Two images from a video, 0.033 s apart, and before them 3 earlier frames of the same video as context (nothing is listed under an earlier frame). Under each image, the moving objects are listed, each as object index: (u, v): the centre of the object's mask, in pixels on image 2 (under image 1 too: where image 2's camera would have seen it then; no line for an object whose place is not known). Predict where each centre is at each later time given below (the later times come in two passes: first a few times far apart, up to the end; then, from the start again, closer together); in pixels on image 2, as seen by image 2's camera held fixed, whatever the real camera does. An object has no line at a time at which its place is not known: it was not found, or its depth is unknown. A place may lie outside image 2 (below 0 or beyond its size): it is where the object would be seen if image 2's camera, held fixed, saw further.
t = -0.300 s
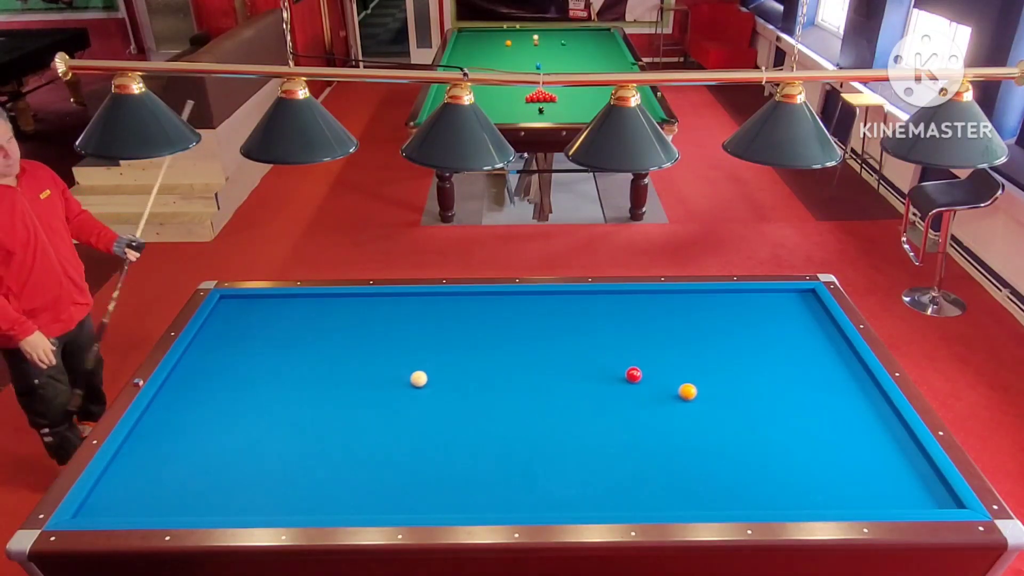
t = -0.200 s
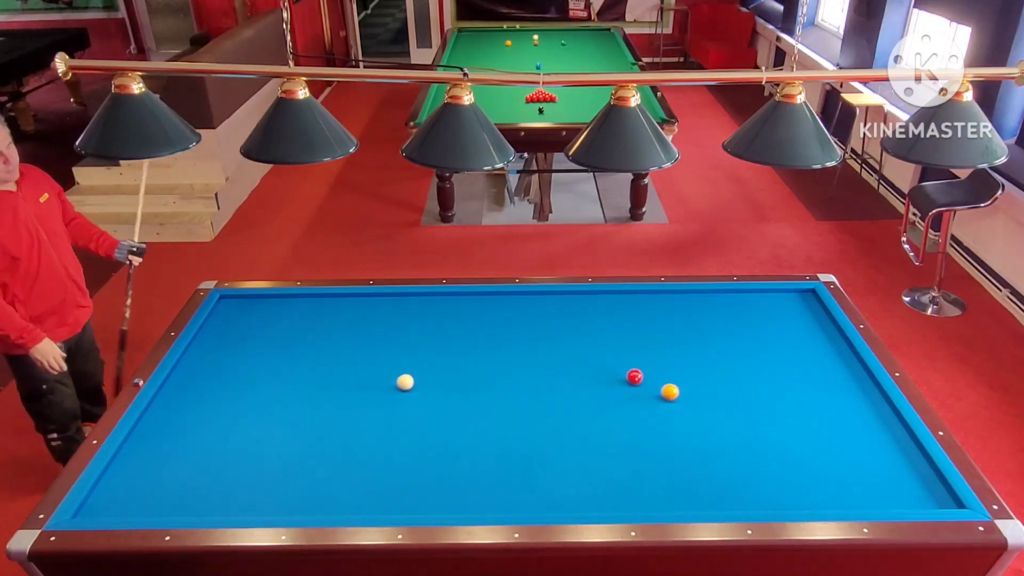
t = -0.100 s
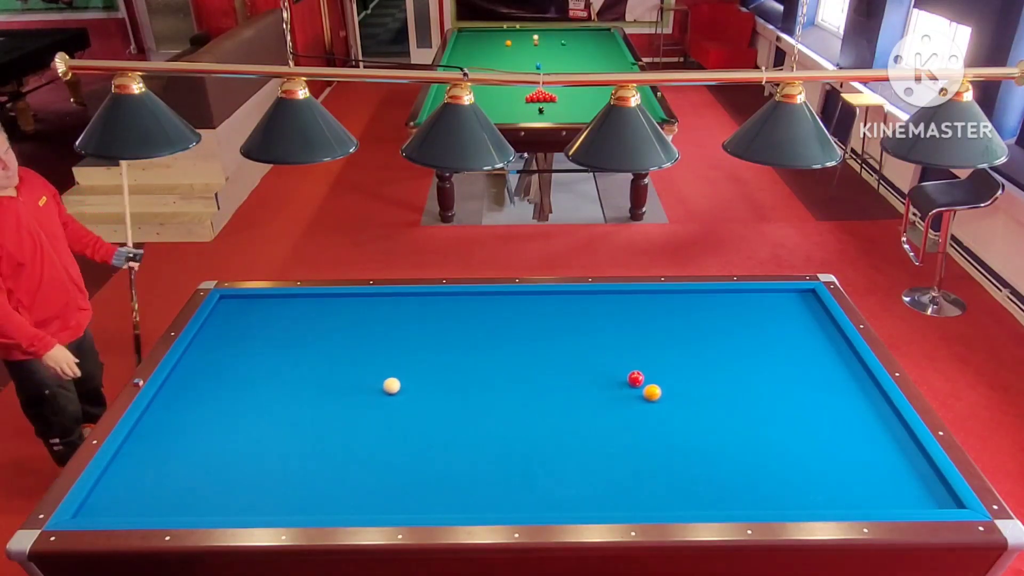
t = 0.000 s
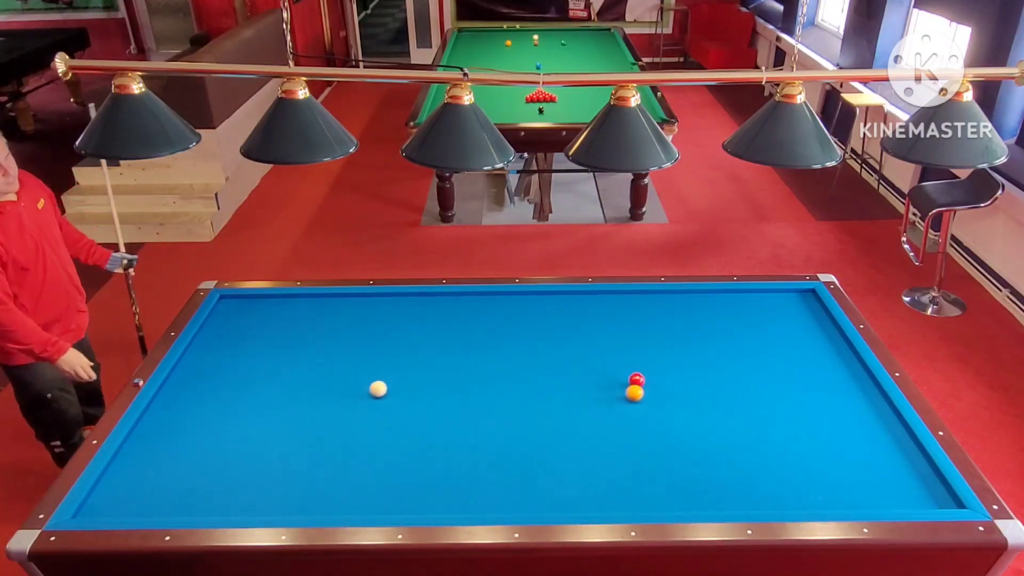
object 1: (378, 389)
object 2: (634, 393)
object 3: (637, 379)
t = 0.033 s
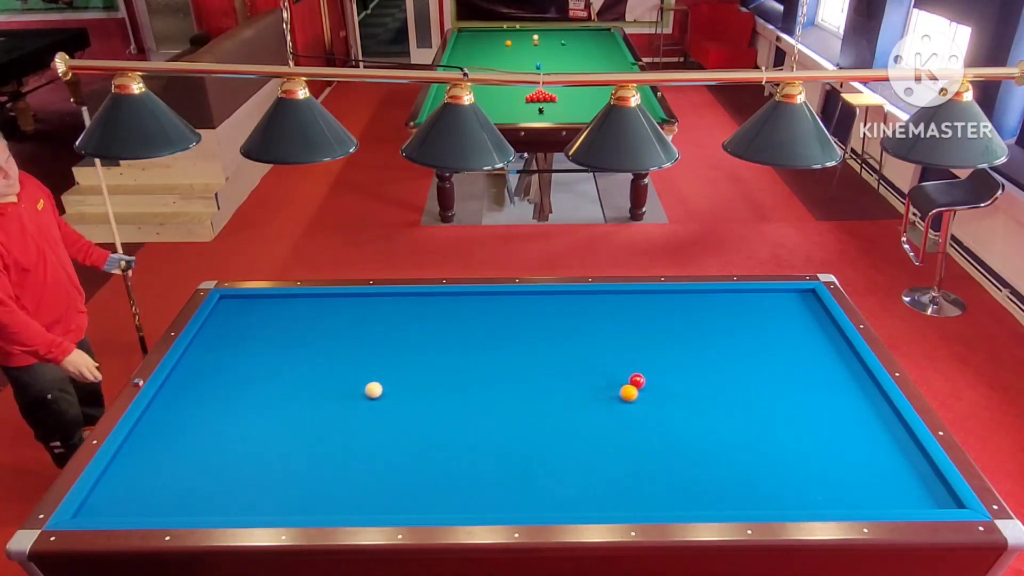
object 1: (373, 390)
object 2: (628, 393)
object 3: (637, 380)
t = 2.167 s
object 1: (140, 462)
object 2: (281, 399)
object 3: (646, 406)
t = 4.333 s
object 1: (239, 509)
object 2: (253, 400)
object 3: (646, 406)
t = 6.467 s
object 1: (288, 495)
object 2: (364, 398)
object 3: (646, 406)
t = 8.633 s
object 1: (289, 494)
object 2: (424, 395)
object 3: (646, 406)
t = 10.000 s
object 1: (289, 494)
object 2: (436, 395)
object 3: (646, 406)
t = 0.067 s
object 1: (369, 391)
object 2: (623, 393)
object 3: (637, 382)
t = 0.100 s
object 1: (365, 392)
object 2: (617, 393)
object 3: (637, 382)
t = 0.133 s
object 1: (360, 394)
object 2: (611, 393)
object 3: (638, 383)
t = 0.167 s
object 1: (355, 395)
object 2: (605, 393)
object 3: (638, 384)
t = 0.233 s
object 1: (346, 397)
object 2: (594, 393)
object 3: (639, 385)
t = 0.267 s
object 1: (342, 398)
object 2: (588, 394)
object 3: (639, 385)
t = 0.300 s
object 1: (337, 399)
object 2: (582, 394)
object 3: (639, 386)
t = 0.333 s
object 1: (333, 400)
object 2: (576, 394)
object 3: (639, 387)
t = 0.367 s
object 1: (328, 402)
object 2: (571, 394)
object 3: (639, 387)
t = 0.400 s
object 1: (323, 403)
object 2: (565, 394)
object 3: (640, 388)
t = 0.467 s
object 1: (314, 405)
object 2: (553, 394)
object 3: (640, 389)
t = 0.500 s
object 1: (310, 406)
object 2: (548, 395)
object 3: (640, 389)
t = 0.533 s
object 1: (305, 407)
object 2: (542, 395)
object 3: (641, 390)
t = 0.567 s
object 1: (301, 409)
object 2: (537, 395)
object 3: (641, 390)
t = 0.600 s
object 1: (296, 410)
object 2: (531, 395)
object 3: (641, 391)
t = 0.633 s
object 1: (291, 411)
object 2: (525, 395)
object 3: (641, 391)
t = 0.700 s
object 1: (282, 413)
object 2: (514, 395)
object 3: (642, 392)
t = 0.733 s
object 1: (278, 414)
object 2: (508, 395)
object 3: (642, 393)
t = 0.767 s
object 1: (273, 415)
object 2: (503, 395)
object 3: (642, 393)
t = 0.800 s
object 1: (268, 416)
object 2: (497, 396)
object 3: (642, 394)
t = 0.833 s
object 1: (264, 418)
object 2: (492, 396)
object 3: (642, 394)
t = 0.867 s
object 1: (259, 419)
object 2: (486, 396)
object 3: (643, 395)
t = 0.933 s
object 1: (250, 421)
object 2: (475, 396)
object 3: (643, 395)
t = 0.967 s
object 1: (245, 422)
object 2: (470, 396)
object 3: (643, 396)
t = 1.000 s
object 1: (240, 423)
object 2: (464, 396)
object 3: (643, 396)
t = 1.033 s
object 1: (235, 425)
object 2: (459, 396)
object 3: (643, 397)
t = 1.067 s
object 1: (231, 426)
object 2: (453, 397)
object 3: (644, 397)
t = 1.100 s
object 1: (226, 427)
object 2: (448, 397)
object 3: (644, 398)
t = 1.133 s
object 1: (222, 428)
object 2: (442, 397)
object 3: (644, 398)
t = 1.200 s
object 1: (212, 430)
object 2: (432, 397)
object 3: (644, 399)
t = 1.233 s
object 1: (208, 432)
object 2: (426, 397)
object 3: (644, 399)
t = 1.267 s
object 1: (203, 433)
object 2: (421, 397)
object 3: (644, 399)
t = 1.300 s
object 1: (198, 434)
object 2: (415, 397)
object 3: (644, 400)
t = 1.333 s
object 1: (193, 435)
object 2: (410, 397)
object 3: (645, 400)
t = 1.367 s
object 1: (189, 436)
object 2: (405, 397)
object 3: (645, 400)
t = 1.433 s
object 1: (179, 439)
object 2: (394, 397)
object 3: (645, 401)
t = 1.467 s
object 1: (174, 440)
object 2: (389, 397)
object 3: (645, 401)
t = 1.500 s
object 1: (170, 441)
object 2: (383, 398)
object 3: (645, 402)
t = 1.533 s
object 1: (165, 442)
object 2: (378, 398)
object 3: (645, 402)
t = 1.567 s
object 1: (160, 443)
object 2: (373, 398)
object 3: (645, 402)
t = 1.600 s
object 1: (156, 444)
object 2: (368, 398)
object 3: (646, 402)
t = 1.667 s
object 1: (146, 447)
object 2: (357, 398)
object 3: (646, 403)
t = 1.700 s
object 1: (141, 448)
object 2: (352, 398)
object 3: (646, 403)
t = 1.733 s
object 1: (137, 449)
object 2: (347, 398)
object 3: (646, 403)
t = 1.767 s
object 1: (132, 450)
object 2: (342, 398)
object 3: (646, 404)
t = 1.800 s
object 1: (127, 451)
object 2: (337, 398)
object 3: (646, 404)
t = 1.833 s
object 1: (123, 452)
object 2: (332, 398)
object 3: (646, 404)
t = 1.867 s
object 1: (124, 453)
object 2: (326, 399)
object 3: (646, 404)
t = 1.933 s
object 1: (128, 455)
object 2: (316, 399)
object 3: (646, 405)
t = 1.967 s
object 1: (130, 456)
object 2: (311, 399)
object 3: (646, 405)
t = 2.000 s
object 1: (131, 457)
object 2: (306, 399)
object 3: (646, 405)
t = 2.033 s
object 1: (133, 458)
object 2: (301, 399)
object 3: (646, 405)
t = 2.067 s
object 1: (135, 459)
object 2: (296, 399)
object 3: (646, 405)
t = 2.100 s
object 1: (136, 460)
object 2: (291, 399)
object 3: (646, 406)
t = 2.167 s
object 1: (140, 462)
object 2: (281, 399)
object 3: (646, 406)
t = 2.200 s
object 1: (142, 463)
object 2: (276, 399)
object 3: (646, 406)
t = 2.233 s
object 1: (143, 464)
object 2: (271, 399)
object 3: (646, 406)
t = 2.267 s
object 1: (145, 464)
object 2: (266, 399)
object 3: (646, 406)
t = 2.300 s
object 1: (146, 466)
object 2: (261, 399)
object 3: (646, 406)
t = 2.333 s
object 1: (148, 466)
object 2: (256, 400)
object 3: (646, 406)
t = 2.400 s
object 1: (151, 468)
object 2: (246, 400)
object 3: (646, 406)
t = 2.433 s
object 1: (153, 469)
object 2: (241, 400)
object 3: (646, 406)
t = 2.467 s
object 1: (155, 470)
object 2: (236, 400)
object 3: (646, 406)
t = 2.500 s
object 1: (156, 471)
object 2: (231, 400)
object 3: (646, 406)
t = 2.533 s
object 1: (158, 472)
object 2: (227, 400)
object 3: (646, 406)
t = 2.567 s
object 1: (160, 473)
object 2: (222, 400)
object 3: (646, 407)
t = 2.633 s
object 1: (163, 475)
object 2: (212, 400)
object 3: (646, 406)
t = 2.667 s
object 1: (165, 475)
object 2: (207, 401)
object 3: (646, 407)
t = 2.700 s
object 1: (166, 476)
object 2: (203, 401)
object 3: (646, 406)
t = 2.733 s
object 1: (168, 477)
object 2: (198, 401)
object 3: (646, 406)
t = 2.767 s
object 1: (169, 478)
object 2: (193, 401)
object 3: (646, 406)
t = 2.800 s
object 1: (171, 479)
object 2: (188, 401)
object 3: (646, 406)
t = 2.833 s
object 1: (172, 480)
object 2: (183, 401)
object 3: (646, 406)
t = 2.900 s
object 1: (176, 481)
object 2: (174, 401)
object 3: (646, 406)
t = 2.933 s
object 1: (177, 482)
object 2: (169, 401)
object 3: (646, 406)
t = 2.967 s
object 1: (179, 483)
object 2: (164, 401)
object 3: (646, 406)
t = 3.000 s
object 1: (180, 484)
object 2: (160, 401)
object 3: (646, 406)
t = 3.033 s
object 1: (182, 485)
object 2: (156, 401)
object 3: (646, 406)
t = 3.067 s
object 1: (183, 486)
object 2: (159, 401)
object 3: (646, 406)
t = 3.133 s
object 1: (187, 487)
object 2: (165, 401)
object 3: (646, 406)
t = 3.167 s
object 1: (188, 488)
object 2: (168, 401)
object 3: (646, 406)
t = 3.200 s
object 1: (190, 489)
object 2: (170, 401)
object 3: (646, 406)
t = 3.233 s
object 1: (191, 490)
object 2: (173, 401)
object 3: (646, 406)
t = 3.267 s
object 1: (193, 491)
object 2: (176, 401)
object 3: (646, 406)
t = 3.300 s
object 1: (194, 491)
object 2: (178, 401)
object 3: (646, 406)
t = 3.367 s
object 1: (197, 493)
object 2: (183, 401)
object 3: (646, 406)
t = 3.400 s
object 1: (199, 494)
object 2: (186, 401)
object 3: (646, 406)
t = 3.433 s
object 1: (200, 495)
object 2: (188, 401)
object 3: (646, 406)
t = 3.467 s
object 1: (202, 495)
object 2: (191, 401)
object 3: (646, 406)
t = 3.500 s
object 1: (203, 496)
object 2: (194, 401)
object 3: (646, 406)
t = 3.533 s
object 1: (205, 497)
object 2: (196, 401)
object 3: (646, 406)
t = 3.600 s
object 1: (208, 498)
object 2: (201, 401)
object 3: (646, 406)
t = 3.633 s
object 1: (209, 499)
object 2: (204, 401)
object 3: (646, 406)
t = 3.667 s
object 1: (211, 500)
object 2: (206, 401)
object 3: (646, 406)
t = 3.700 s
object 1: (212, 501)
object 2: (209, 401)
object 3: (646, 406)
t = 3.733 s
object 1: (214, 501)
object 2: (211, 401)
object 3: (646, 406)
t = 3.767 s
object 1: (215, 502)
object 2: (213, 401)
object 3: (646, 406)
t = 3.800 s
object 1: (216, 503)
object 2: (216, 401)
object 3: (646, 406)
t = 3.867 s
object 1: (219, 504)
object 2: (221, 401)
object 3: (646, 406)
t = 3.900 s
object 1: (221, 505)
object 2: (223, 401)
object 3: (646, 406)
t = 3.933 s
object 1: (222, 506)
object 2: (225, 401)
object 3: (646, 406)
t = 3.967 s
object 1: (223, 506)
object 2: (228, 401)
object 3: (646, 406)
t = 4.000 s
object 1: (225, 507)
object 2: (230, 401)
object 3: (646, 406)
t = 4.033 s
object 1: (226, 507)
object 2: (232, 401)
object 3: (646, 406)
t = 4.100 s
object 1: (229, 508)
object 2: (237, 401)
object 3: (646, 406)
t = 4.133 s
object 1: (230, 509)
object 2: (239, 401)
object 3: (646, 406)
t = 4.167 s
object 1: (232, 509)
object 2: (242, 401)
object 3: (646, 406)
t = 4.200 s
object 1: (233, 510)
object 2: (244, 400)
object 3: (646, 406)
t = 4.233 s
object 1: (234, 510)
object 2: (246, 401)
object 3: (646, 406)
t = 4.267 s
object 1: (236, 510)
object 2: (248, 401)
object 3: (646, 406)
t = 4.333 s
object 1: (239, 509)
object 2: (253, 400)
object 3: (646, 406)
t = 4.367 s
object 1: (240, 509)
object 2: (255, 400)
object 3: (646, 406)
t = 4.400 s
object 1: (241, 508)
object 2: (257, 400)
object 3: (646, 406)
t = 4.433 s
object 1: (243, 508)
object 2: (259, 401)
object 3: (646, 406)
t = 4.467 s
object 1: (244, 508)
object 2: (261, 400)
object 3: (646, 406)
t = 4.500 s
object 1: (245, 508)
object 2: (263, 400)
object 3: (646, 406)
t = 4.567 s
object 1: (248, 507)
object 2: (268, 400)
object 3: (646, 406)
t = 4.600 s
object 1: (249, 507)
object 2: (270, 400)
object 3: (646, 406)
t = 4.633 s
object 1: (250, 506)
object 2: (272, 400)
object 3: (646, 406)
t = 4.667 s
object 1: (251, 506)
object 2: (274, 400)
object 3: (646, 406)
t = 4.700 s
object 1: (252, 506)
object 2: (276, 400)
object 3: (646, 406)
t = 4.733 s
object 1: (254, 506)
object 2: (278, 400)
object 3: (646, 406)
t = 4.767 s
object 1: (255, 505)
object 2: (280, 400)
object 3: (646, 406)
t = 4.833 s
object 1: (257, 505)
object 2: (284, 400)
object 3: (646, 406)
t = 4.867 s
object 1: (258, 504)
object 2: (286, 400)
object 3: (646, 406)
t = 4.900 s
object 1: (259, 504)
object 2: (288, 400)
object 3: (646, 406)
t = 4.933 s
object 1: (260, 504)
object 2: (290, 400)
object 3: (646, 406)
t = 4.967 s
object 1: (261, 503)
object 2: (292, 400)
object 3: (646, 406)
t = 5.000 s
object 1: (262, 503)
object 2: (293, 400)
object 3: (646, 406)
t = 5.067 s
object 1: (264, 502)
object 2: (297, 400)
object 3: (646, 406)
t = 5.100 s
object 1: (265, 502)
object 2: (299, 400)
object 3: (646, 406)
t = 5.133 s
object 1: (266, 502)
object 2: (301, 400)
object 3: (646, 406)
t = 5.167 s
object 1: (267, 502)
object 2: (303, 400)
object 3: (646, 406)
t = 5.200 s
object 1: (268, 501)
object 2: (305, 400)
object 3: (646, 406)
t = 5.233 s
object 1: (269, 501)
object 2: (307, 400)
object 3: (646, 406)
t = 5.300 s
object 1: (270, 501)
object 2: (310, 400)
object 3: (646, 406)
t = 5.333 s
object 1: (271, 500)
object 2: (312, 400)
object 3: (646, 407)
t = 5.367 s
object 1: (272, 500)
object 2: (314, 400)
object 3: (646, 406)
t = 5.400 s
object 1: (273, 500)
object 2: (315, 400)
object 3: (646, 406)
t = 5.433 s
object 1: (273, 499)
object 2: (317, 400)
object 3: (646, 406)
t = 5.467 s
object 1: (274, 499)
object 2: (319, 400)
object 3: (646, 406)
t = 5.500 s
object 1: (275, 499)
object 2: (320, 400)
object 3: (646, 406)
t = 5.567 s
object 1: (276, 499)
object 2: (324, 399)
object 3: (646, 406)
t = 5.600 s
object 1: (277, 498)
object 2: (326, 400)
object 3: (646, 406)
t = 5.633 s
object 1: (278, 498)
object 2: (327, 399)
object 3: (646, 406)
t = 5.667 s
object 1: (278, 498)
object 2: (329, 399)
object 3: (646, 406)
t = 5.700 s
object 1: (279, 498)
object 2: (331, 399)
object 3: (646, 406)
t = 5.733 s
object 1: (280, 497)
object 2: (332, 399)
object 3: (646, 406)
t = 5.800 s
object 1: (281, 497)
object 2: (335, 399)
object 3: (646, 406)
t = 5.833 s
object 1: (281, 497)
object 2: (337, 399)
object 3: (646, 406)
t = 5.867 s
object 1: (282, 497)
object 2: (339, 399)
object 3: (646, 406)
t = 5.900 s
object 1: (283, 497)
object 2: (340, 399)
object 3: (646, 406)
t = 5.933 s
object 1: (283, 497)
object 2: (342, 399)
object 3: (646, 406)
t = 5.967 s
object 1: (283, 496)
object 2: (343, 399)
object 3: (646, 406)
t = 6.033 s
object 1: (284, 496)
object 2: (346, 399)
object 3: (646, 406)
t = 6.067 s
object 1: (285, 496)
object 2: (348, 399)
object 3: (646, 406)
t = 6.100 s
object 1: (285, 496)
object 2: (349, 399)
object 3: (646, 406)
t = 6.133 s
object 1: (285, 496)
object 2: (351, 398)
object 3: (646, 406)
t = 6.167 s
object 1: (286, 496)
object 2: (352, 398)
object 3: (646, 406)
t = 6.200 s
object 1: (286, 495)
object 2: (354, 398)
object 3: (646, 406)
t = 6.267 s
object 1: (287, 495)
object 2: (356, 398)
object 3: (646, 406)
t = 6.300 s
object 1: (287, 495)
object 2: (358, 398)
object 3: (646, 406)
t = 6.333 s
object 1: (287, 495)
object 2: (359, 398)
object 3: (646, 406)
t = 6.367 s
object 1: (288, 495)
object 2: (360, 398)
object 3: (646, 406)
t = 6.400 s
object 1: (288, 495)
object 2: (362, 398)
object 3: (646, 406)
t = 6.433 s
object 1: (288, 495)
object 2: (363, 398)
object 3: (646, 406)
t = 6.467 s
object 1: (288, 495)
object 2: (364, 398)
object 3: (646, 406)
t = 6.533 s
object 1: (288, 495)
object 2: (367, 398)
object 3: (646, 406)
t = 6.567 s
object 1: (289, 494)
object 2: (368, 398)
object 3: (646, 406)
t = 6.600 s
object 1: (289, 494)
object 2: (369, 397)
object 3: (646, 406)
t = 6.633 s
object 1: (289, 494)
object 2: (371, 397)
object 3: (646, 406)
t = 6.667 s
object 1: (289, 494)
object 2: (372, 397)
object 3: (646, 406)
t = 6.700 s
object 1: (289, 494)
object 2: (373, 397)
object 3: (646, 406)
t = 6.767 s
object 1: (289, 494)
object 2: (375, 397)
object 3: (646, 406)
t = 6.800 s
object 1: (289, 494)
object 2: (377, 397)
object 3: (646, 406)
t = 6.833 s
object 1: (289, 494)
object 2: (378, 397)
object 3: (646, 406)
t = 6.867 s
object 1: (289, 494)
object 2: (379, 397)
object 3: (646, 406)
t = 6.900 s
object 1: (289, 494)
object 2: (380, 397)
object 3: (646, 406)
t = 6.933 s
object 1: (289, 494)
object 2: (381, 397)
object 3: (646, 406)
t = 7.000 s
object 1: (289, 494)
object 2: (383, 397)
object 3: (646, 406)
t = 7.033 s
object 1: (289, 494)
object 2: (384, 397)
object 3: (646, 406)
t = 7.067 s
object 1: (289, 494)
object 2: (385, 397)
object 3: (646, 406)
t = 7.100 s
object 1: (289, 494)
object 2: (386, 397)
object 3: (646, 406)
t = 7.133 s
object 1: (289, 494)
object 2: (387, 397)
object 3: (646, 406)
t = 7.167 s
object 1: (289, 494)
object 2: (389, 397)
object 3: (646, 406)
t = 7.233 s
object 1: (289, 494)
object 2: (391, 397)
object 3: (646, 406)
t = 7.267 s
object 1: (289, 494)
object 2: (392, 397)
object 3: (646, 406)
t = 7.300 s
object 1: (289, 494)
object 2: (393, 397)
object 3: (646, 406)
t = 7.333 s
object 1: (289, 494)
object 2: (394, 397)
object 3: (646, 406)
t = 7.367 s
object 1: (289, 494)
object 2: (395, 397)
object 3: (646, 406)
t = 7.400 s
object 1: (289, 494)
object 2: (396, 397)
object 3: (646, 406)
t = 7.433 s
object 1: (289, 494)
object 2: (397, 396)
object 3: (646, 406)
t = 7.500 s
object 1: (289, 494)
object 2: (399, 396)
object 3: (646, 406)
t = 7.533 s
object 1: (289, 494)
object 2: (399, 396)
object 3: (646, 406)
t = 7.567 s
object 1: (289, 494)
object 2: (401, 396)
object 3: (646, 406)
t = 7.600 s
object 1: (289, 494)
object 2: (401, 396)
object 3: (646, 406)
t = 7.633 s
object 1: (289, 494)
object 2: (402, 396)
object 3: (646, 406)
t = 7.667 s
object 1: (289, 494)
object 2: (403, 396)
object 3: (646, 406)
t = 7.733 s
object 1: (289, 494)
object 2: (405, 396)
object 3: (646, 406)
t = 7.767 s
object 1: (289, 494)
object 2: (406, 396)
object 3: (646, 406)
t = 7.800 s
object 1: (289, 494)
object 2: (407, 396)
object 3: (646, 406)
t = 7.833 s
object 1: (289, 494)
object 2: (407, 396)
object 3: (646, 406)
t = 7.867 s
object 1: (289, 494)
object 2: (408, 396)
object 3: (646, 406)
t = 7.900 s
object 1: (289, 494)
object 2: (409, 396)
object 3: (646, 406)
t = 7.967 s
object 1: (289, 494)
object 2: (411, 396)
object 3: (646, 406)
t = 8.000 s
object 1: (289, 494)
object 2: (411, 396)
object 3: (646, 406)
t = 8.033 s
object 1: (289, 494)
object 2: (412, 396)
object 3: (646, 406)
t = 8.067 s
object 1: (289, 494)
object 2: (413, 396)
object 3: (646, 406)
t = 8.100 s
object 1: (289, 494)
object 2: (414, 396)
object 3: (646, 406)
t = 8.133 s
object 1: (289, 494)
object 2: (414, 396)
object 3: (646, 406)
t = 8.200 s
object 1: (289, 494)
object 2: (416, 396)
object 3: (646, 406)
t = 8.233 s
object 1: (289, 494)
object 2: (416, 396)
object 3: (646, 406)
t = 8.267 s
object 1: (289, 494)
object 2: (417, 396)
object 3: (646, 406)
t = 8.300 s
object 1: (289, 494)
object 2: (418, 396)
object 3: (646, 406)
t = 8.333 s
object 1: (289, 494)
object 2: (418, 396)
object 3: (646, 406)
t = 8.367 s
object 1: (289, 494)
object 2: (419, 396)
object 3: (646, 406)
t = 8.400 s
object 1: (289, 494)
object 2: (420, 396)
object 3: (646, 406)
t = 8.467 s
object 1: (289, 494)
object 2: (421, 396)
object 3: (646, 406)
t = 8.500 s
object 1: (289, 494)
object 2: (421, 396)
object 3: (646, 406)
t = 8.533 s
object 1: (289, 494)
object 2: (422, 396)
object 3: (646, 406)
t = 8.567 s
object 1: (289, 494)
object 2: (423, 395)
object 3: (646, 406)
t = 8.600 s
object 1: (289, 494)
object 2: (423, 395)
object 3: (646, 406)
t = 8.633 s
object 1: (289, 494)
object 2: (424, 395)
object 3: (646, 406)
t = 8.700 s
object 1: (289, 494)
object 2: (425, 395)
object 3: (646, 406)
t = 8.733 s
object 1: (289, 494)
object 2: (425, 395)
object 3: (646, 406)
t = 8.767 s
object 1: (289, 494)
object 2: (426, 395)
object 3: (646, 406)
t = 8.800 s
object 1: (289, 494)
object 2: (426, 395)
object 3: (646, 406)
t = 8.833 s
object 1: (289, 494)
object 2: (427, 395)
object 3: (646, 406)
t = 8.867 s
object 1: (289, 494)
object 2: (427, 395)
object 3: (646, 406)
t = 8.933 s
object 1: (289, 494)
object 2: (428, 395)
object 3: (646, 406)
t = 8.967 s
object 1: (289, 494)
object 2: (429, 395)
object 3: (646, 406)
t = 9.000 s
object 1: (289, 494)
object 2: (429, 395)
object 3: (646, 406)
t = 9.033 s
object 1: (289, 494)
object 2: (429, 395)
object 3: (646, 406)
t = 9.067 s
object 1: (289, 494)
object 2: (430, 395)
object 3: (646, 406)
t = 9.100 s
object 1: (289, 494)
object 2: (430, 395)
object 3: (646, 406)
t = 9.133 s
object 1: (289, 494)
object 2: (431, 395)
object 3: (646, 406)
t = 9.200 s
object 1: (289, 494)
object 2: (431, 395)
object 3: (646, 406)
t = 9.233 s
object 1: (289, 494)
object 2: (431, 395)
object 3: (646, 406)
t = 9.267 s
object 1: (289, 494)
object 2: (432, 395)
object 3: (646, 406)
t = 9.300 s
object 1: (289, 494)
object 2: (432, 395)
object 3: (646, 406)
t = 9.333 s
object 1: (289, 494)
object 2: (432, 395)
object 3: (646, 406)
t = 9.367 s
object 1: (289, 494)
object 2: (433, 395)
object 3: (646, 406)
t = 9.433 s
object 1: (289, 494)
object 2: (433, 395)
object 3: (646, 406)
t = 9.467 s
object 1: (289, 494)
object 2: (433, 395)
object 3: (646, 406)
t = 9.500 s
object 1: (289, 494)
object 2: (434, 395)
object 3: (646, 406)
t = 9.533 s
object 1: (289, 494)
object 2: (434, 395)
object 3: (646, 406)
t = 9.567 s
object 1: (289, 494)
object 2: (434, 395)
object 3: (646, 406)
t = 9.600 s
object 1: (289, 494)
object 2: (434, 395)
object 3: (646, 406)
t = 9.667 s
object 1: (289, 494)
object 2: (435, 395)
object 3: (646, 406)
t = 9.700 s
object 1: (289, 494)
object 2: (435, 395)
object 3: (646, 406)
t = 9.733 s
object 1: (289, 494)
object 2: (435, 395)
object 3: (646, 406)
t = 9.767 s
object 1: (289, 494)
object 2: (435, 395)
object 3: (646, 406)
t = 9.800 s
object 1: (289, 494)
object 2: (435, 395)
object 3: (646, 406)
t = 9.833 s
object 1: (289, 494)
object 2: (435, 395)
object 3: (646, 406)
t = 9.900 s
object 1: (289, 494)
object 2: (435, 395)
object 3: (646, 406)
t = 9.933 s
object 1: (289, 494)
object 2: (435, 395)
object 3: (646, 406)
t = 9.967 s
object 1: (289, 494)
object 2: (436, 395)
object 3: (646, 406)
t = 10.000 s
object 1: (289, 494)
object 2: (436, 395)
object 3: (646, 406)
